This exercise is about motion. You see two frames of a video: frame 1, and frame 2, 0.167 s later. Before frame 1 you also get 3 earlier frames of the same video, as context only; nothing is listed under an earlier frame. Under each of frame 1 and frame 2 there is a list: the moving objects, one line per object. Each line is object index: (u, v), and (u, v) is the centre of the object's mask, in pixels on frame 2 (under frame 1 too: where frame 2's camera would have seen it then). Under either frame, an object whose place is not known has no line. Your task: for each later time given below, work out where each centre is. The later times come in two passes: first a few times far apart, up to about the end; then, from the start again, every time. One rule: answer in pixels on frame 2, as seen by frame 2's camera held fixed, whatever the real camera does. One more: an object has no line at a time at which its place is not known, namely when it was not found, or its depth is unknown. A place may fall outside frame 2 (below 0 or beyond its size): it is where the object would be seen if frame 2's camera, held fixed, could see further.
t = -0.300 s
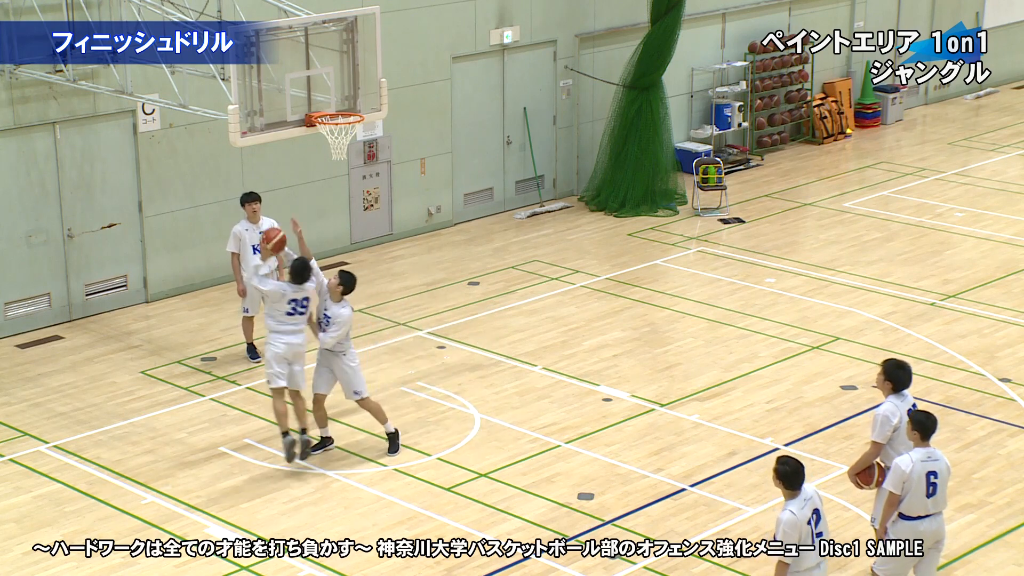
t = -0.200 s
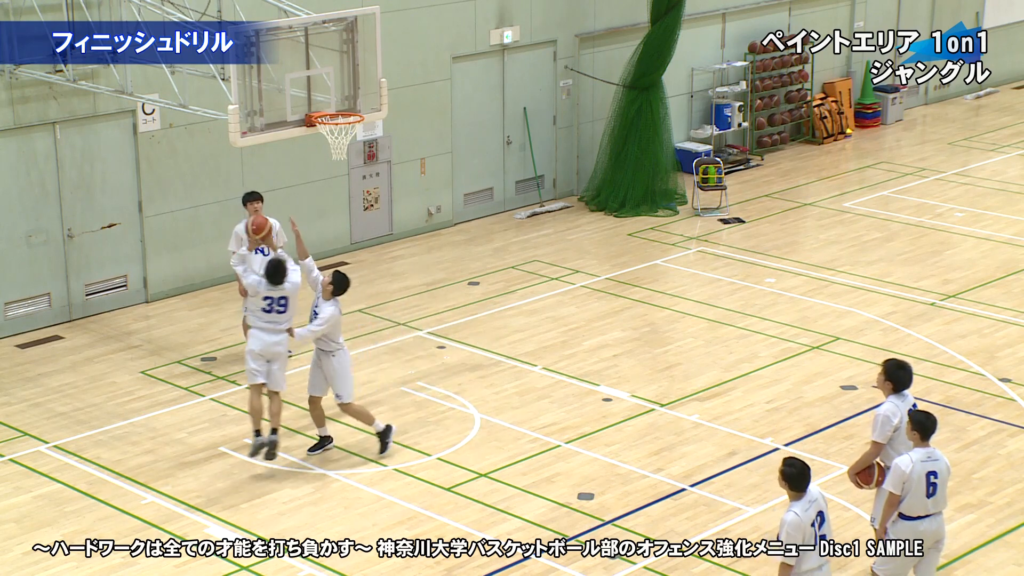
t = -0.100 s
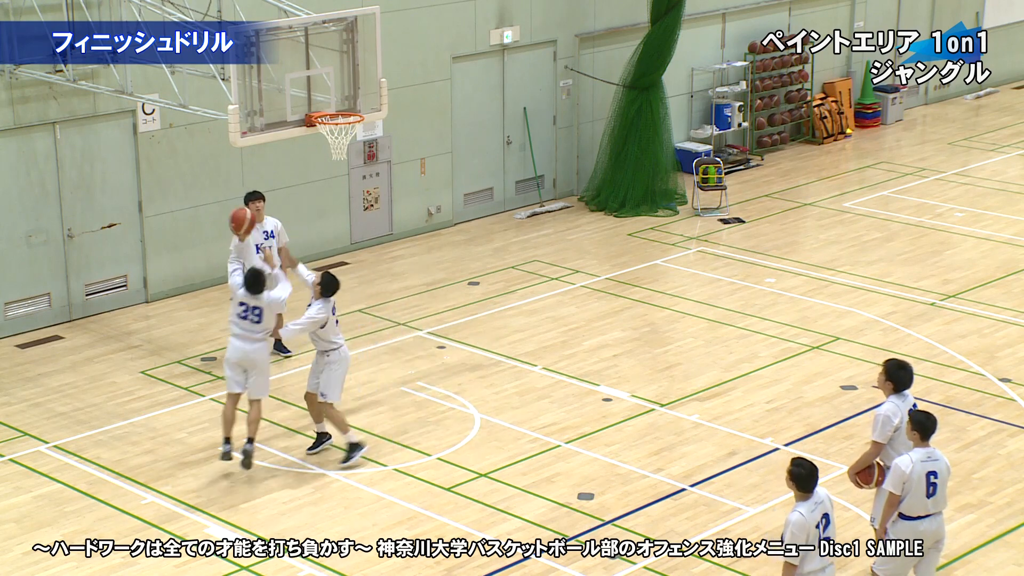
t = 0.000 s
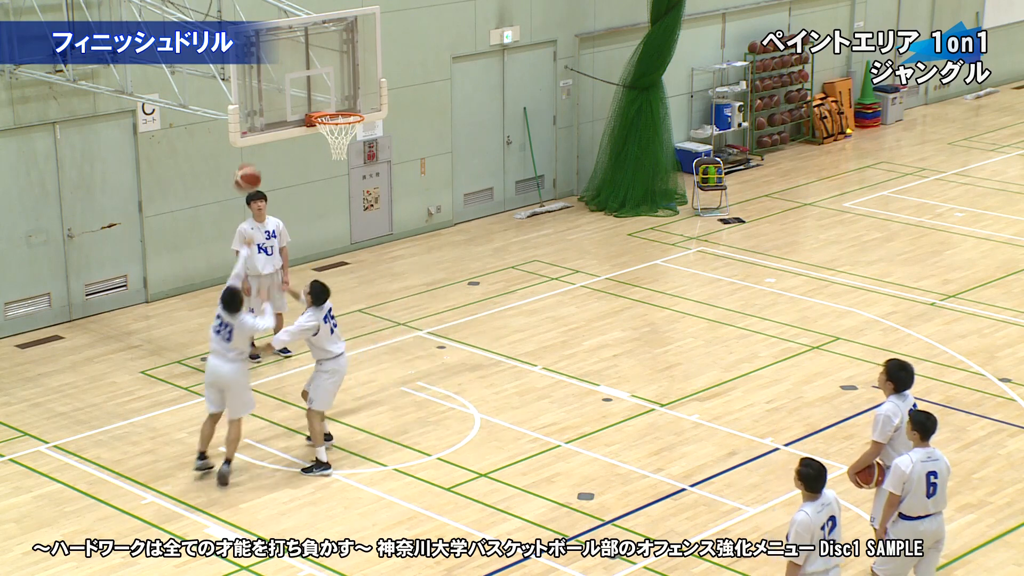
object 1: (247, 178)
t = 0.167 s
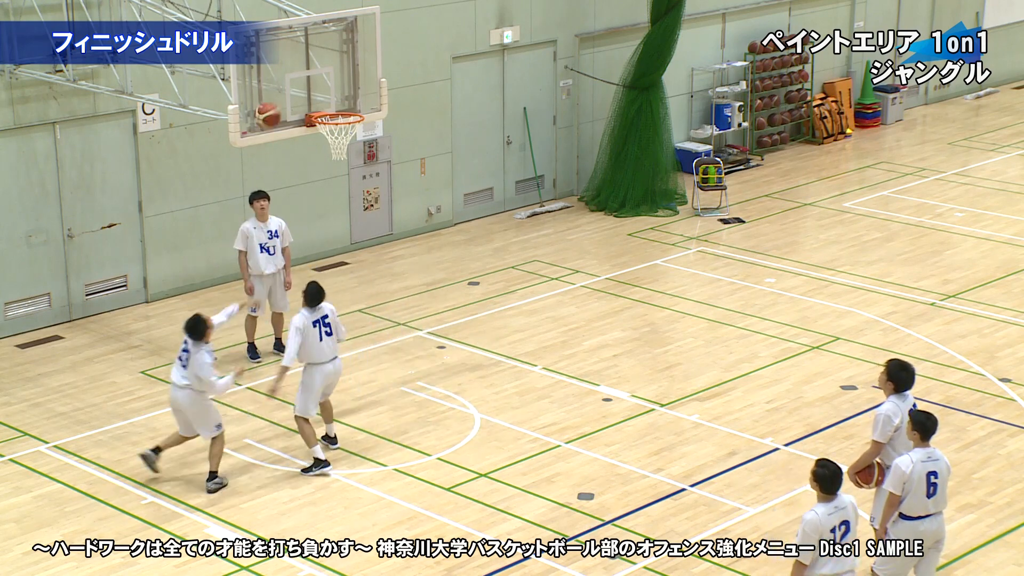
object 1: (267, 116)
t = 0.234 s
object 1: (275, 100)
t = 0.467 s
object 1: (306, 81)
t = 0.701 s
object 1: (347, 125)
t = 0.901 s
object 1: (353, 164)
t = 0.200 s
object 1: (272, 107)
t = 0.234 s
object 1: (275, 100)
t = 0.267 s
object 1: (279, 93)
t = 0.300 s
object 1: (283, 88)
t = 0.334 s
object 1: (288, 84)
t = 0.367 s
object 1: (292, 81)
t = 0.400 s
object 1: (296, 80)
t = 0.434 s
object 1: (300, 80)
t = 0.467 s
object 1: (306, 81)
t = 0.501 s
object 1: (311, 84)
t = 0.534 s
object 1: (318, 88)
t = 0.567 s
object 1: (324, 93)
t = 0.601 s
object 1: (330, 99)
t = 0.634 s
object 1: (335, 106)
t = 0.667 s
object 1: (341, 112)
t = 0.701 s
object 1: (347, 125)
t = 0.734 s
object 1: (359, 132)
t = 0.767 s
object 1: (353, 137)
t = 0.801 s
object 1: (352, 142)
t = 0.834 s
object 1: (352, 149)
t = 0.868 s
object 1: (353, 156)
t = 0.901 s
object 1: (353, 164)
